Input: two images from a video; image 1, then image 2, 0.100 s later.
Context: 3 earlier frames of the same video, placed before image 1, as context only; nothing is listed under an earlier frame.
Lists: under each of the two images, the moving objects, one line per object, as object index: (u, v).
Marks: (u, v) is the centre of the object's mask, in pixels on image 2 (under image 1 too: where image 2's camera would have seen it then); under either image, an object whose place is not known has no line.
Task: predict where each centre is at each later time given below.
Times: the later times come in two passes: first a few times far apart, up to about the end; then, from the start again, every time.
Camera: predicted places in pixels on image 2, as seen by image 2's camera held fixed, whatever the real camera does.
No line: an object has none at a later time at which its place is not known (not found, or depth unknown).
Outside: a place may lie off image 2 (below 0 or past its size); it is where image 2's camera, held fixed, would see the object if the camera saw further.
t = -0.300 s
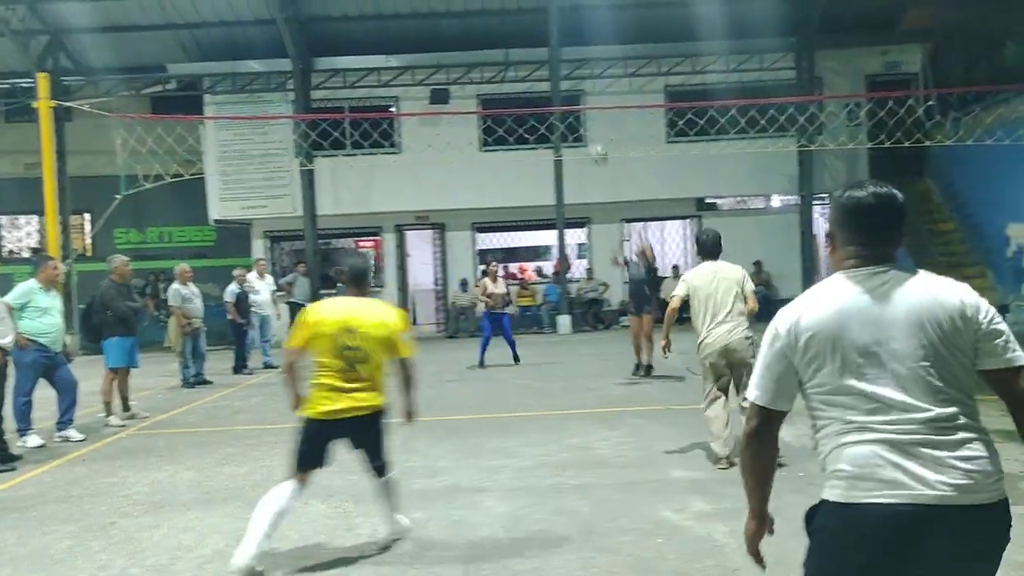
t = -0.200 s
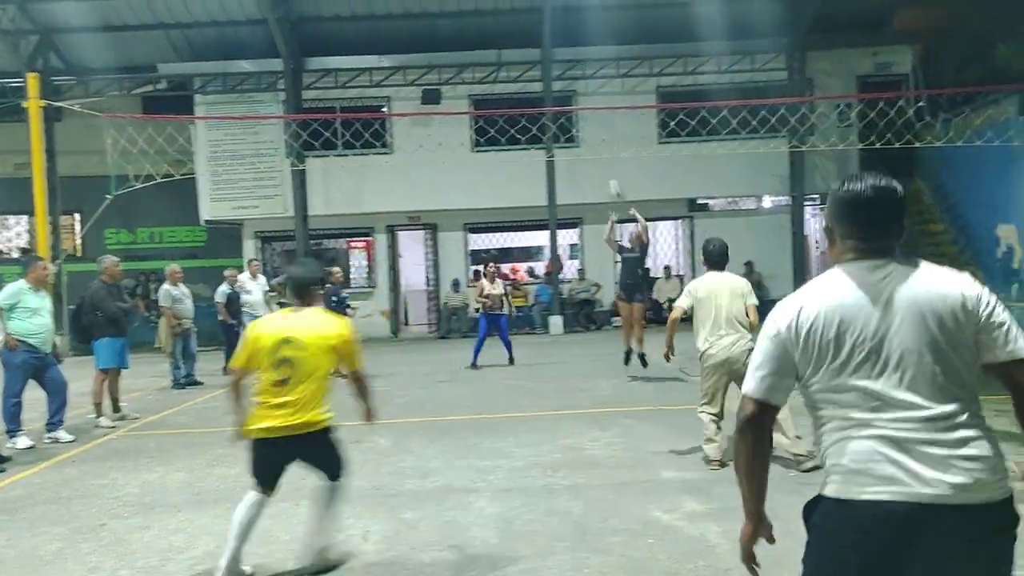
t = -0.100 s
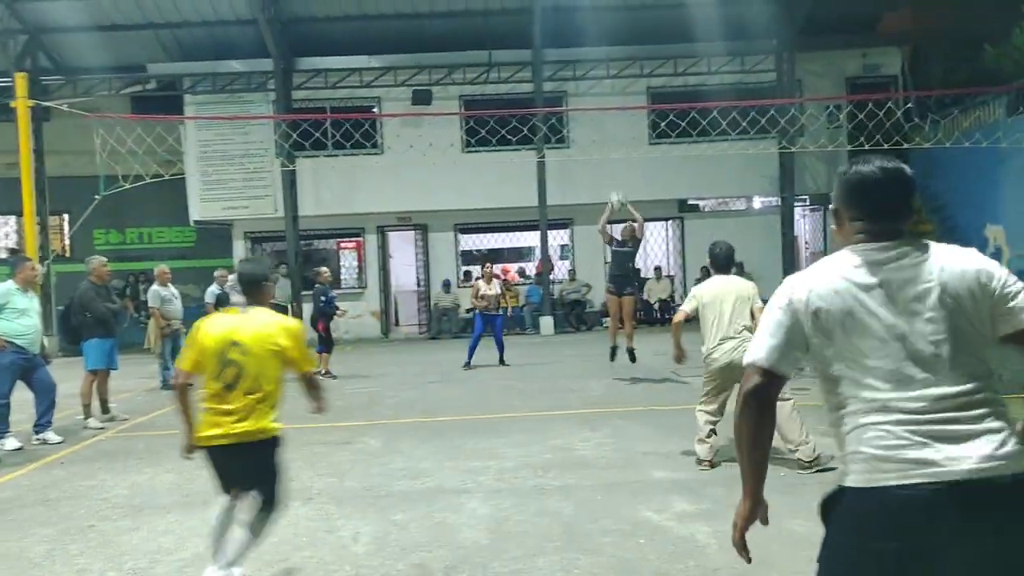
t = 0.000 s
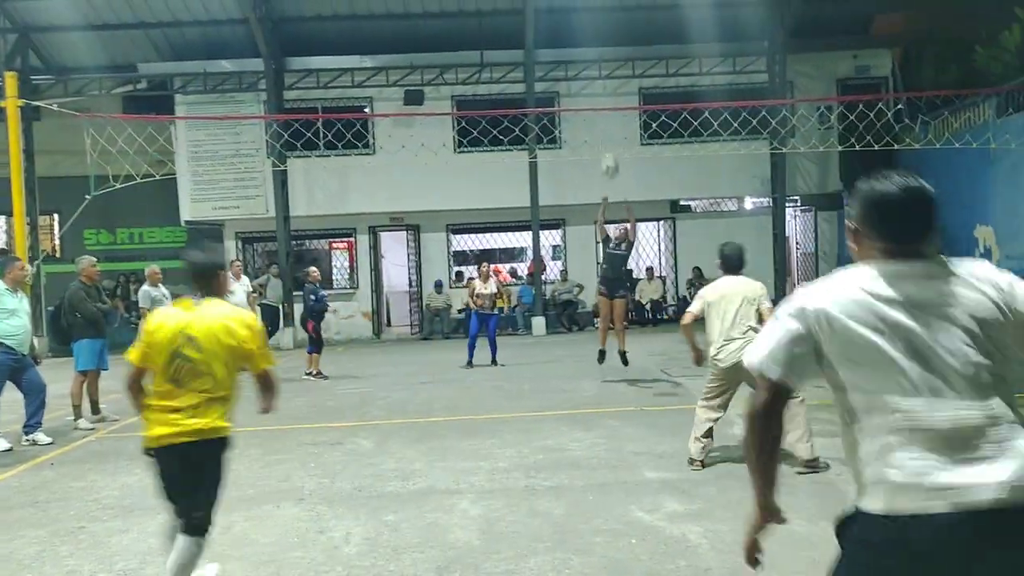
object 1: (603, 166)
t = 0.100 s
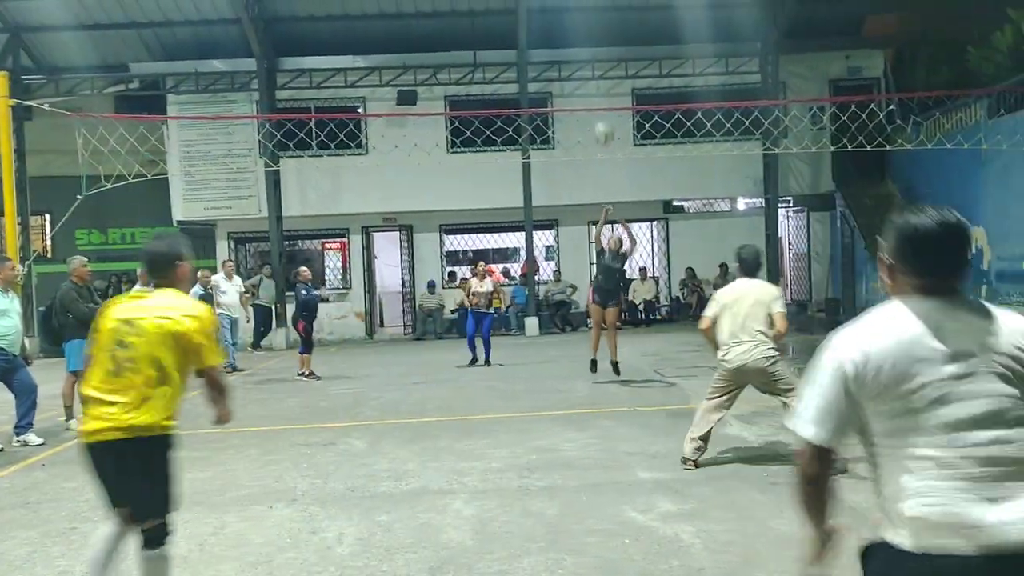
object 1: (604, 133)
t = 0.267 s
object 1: (607, 89)
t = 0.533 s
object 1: (617, 67)
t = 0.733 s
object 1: (631, 113)
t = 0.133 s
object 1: (604, 123)
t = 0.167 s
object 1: (605, 114)
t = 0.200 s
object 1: (605, 100)
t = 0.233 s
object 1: (606, 95)
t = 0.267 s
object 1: (607, 89)
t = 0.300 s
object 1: (608, 82)
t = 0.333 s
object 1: (610, 77)
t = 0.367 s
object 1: (611, 72)
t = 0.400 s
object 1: (612, 68)
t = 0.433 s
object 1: (613, 66)
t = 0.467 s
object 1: (614, 66)
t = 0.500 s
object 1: (616, 66)
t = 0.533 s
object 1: (617, 67)
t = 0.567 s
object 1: (619, 70)
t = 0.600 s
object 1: (621, 75)
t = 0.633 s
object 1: (623, 80)
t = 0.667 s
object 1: (626, 90)
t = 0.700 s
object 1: (628, 98)
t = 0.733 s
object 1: (631, 113)
